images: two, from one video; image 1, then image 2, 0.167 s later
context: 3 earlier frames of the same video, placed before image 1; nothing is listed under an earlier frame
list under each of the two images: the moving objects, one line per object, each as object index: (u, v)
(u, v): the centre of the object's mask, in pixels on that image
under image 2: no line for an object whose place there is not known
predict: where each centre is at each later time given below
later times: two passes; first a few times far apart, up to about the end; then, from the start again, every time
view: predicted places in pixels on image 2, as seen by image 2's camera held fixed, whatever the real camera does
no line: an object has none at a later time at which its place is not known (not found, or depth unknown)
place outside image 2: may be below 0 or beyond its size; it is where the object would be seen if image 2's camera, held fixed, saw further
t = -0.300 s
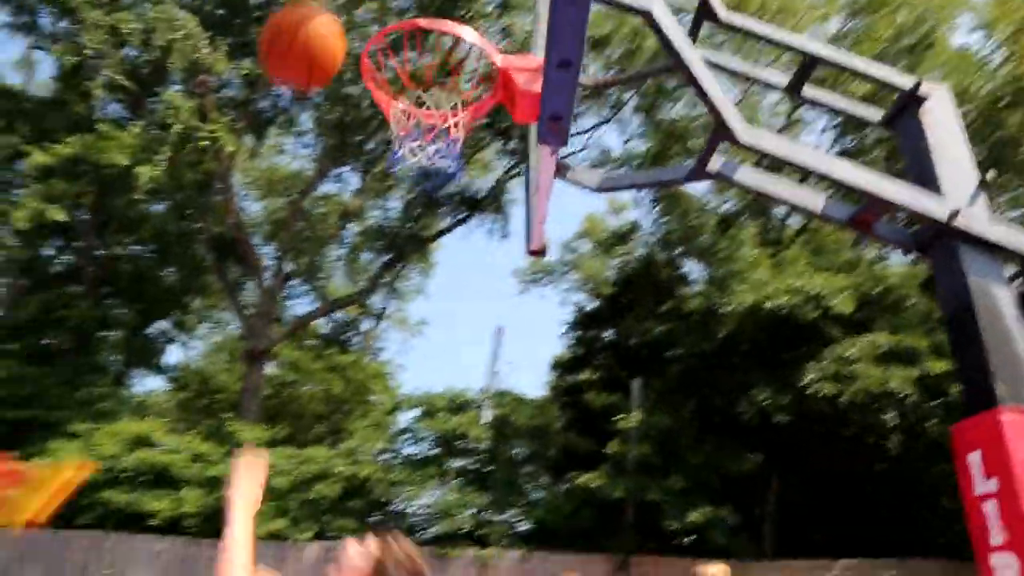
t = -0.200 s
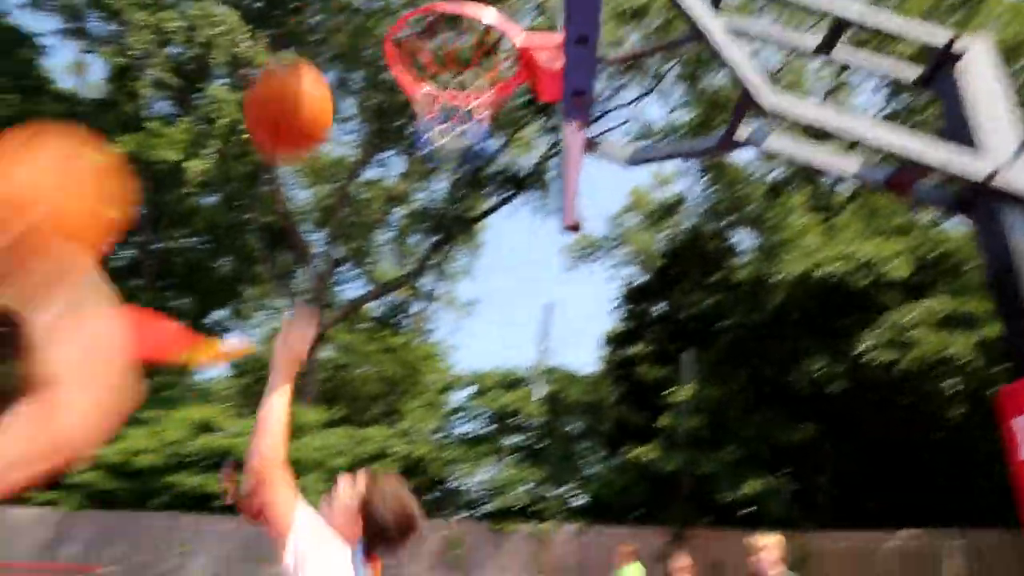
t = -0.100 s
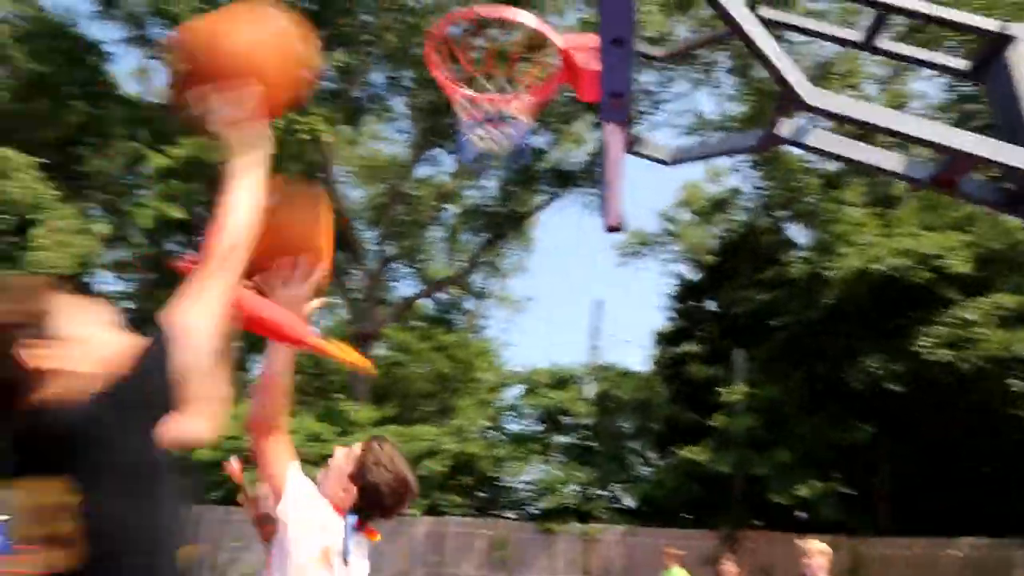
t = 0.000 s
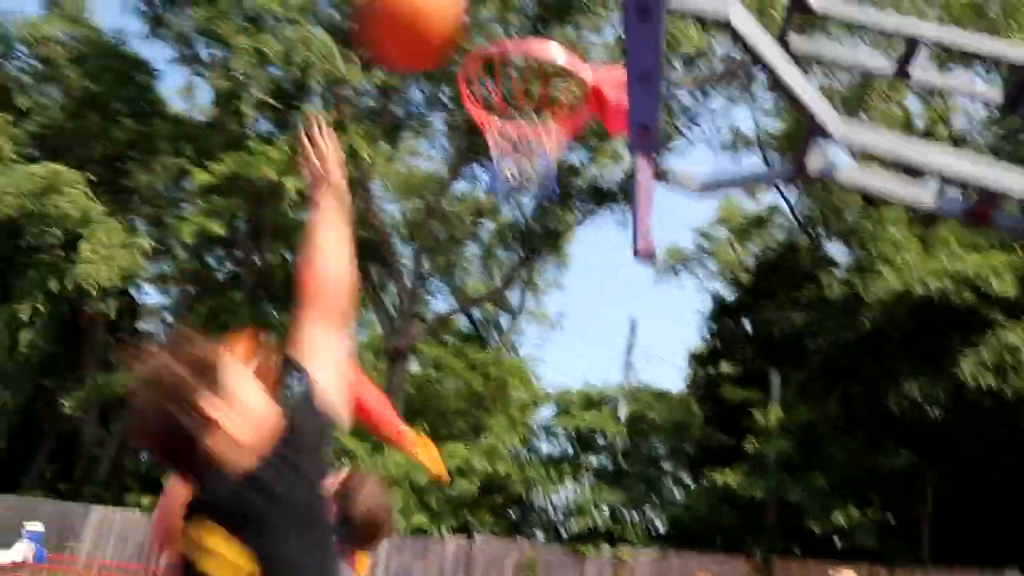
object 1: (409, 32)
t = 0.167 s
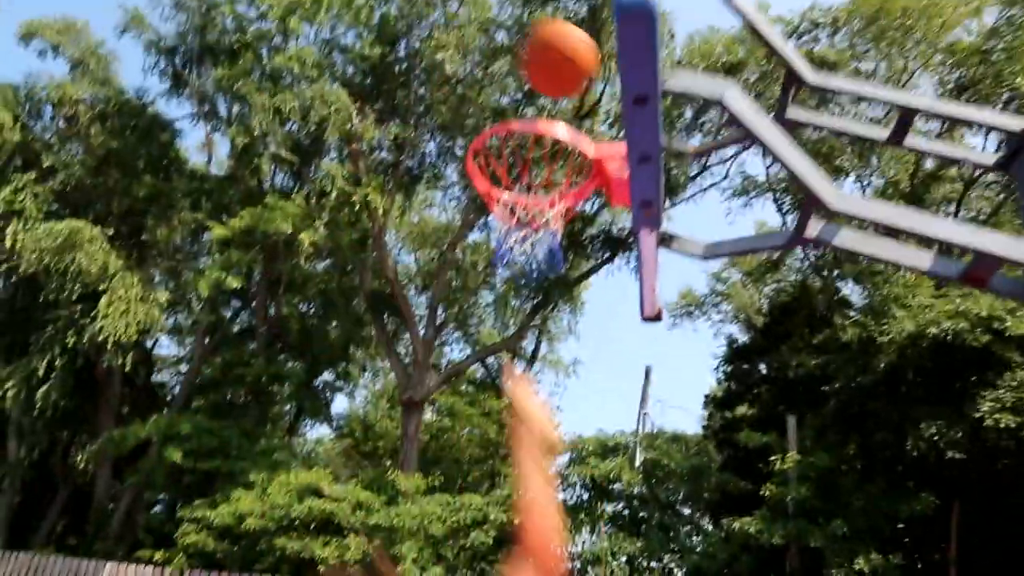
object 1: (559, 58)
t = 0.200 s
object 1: (578, 62)
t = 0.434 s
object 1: (546, 123)
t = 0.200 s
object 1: (578, 62)
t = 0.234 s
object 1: (590, 67)
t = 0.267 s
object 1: (584, 75)
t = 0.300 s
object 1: (577, 84)
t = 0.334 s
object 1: (569, 99)
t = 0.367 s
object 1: (562, 109)
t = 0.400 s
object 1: (554, 116)
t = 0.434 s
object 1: (546, 123)
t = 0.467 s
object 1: (532, 157)
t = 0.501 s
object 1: (527, 176)
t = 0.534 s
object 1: (515, 191)
